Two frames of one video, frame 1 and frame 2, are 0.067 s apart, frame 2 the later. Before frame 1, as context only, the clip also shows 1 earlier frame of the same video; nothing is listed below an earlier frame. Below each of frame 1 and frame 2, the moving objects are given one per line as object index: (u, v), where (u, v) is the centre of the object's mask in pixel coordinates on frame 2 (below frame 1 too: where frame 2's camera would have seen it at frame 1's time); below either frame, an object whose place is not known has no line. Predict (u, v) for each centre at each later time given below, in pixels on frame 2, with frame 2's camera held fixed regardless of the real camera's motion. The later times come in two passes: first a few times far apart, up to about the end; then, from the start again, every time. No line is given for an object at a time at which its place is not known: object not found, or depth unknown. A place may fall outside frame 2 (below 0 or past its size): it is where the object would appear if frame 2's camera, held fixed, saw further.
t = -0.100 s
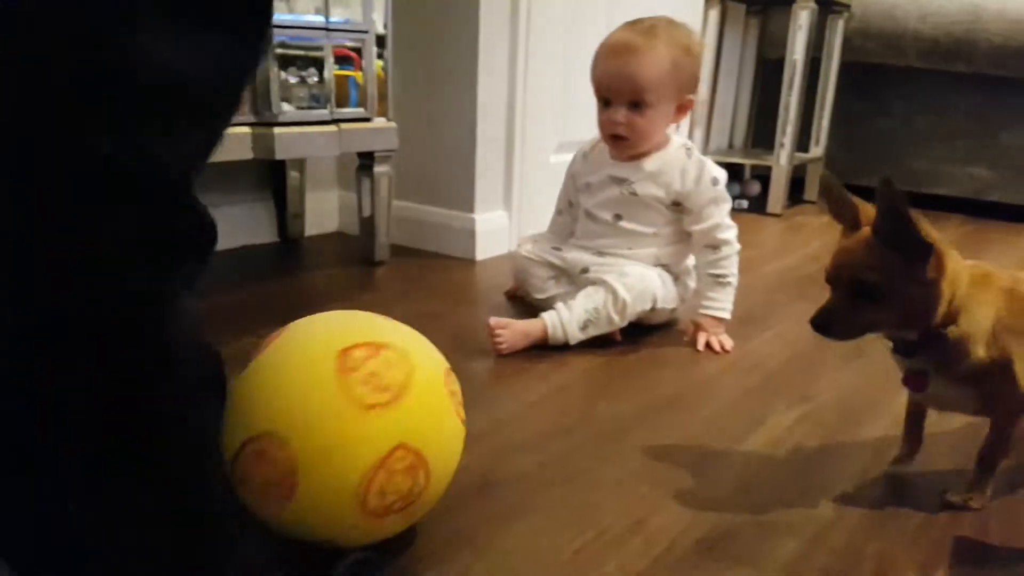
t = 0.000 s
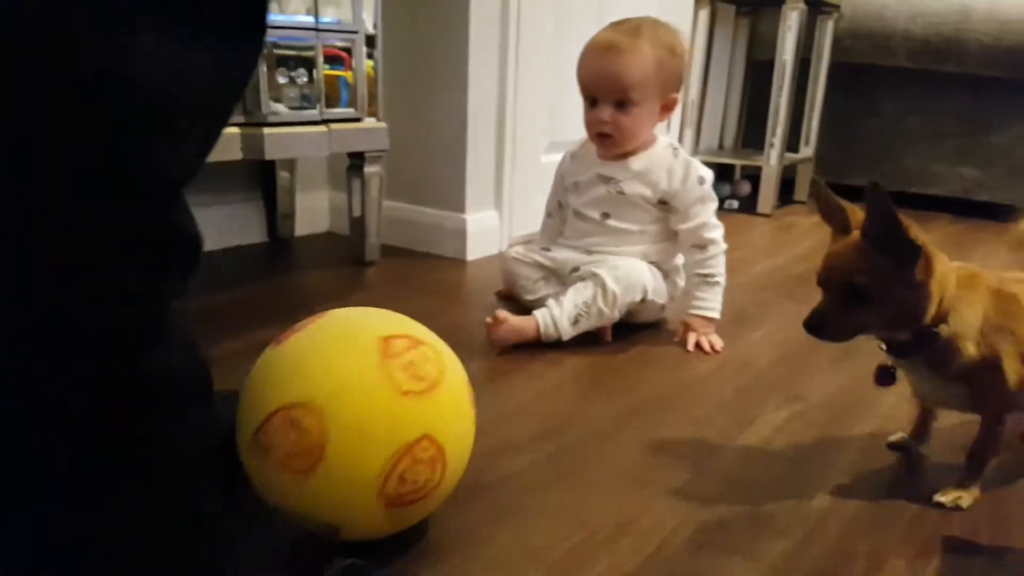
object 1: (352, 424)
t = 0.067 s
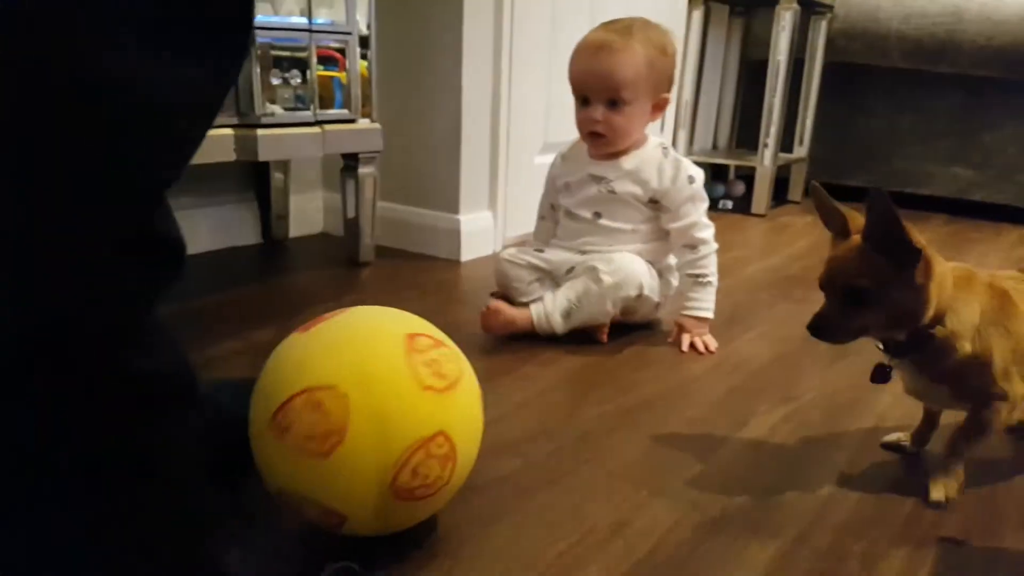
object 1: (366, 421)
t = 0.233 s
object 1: (402, 412)
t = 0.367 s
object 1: (429, 406)
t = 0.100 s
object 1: (374, 418)
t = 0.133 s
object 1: (381, 416)
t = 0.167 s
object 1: (387, 415)
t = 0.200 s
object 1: (395, 413)
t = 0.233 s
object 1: (402, 412)
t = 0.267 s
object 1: (409, 410)
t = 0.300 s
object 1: (416, 409)
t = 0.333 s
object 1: (423, 407)
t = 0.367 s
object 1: (429, 406)
